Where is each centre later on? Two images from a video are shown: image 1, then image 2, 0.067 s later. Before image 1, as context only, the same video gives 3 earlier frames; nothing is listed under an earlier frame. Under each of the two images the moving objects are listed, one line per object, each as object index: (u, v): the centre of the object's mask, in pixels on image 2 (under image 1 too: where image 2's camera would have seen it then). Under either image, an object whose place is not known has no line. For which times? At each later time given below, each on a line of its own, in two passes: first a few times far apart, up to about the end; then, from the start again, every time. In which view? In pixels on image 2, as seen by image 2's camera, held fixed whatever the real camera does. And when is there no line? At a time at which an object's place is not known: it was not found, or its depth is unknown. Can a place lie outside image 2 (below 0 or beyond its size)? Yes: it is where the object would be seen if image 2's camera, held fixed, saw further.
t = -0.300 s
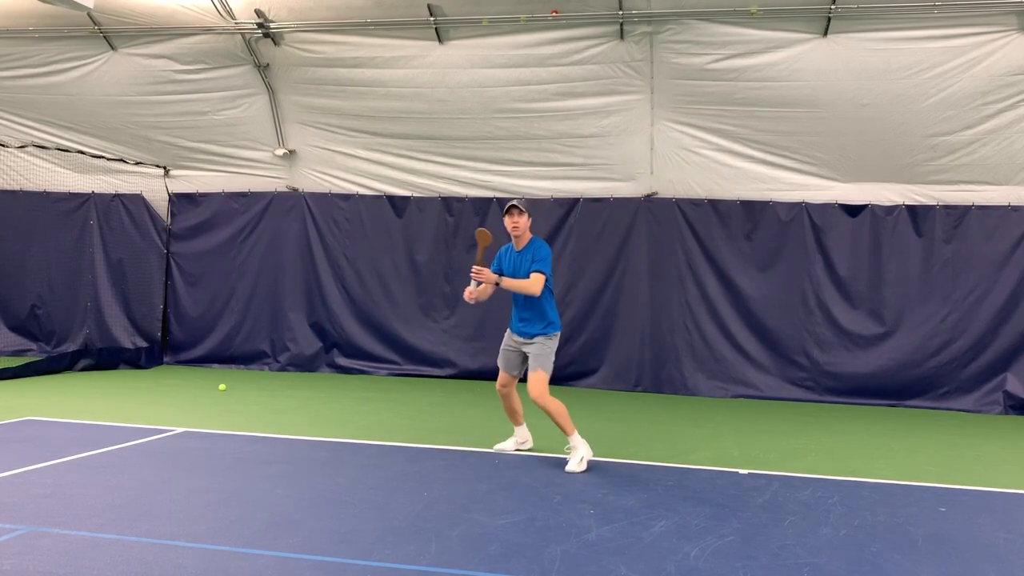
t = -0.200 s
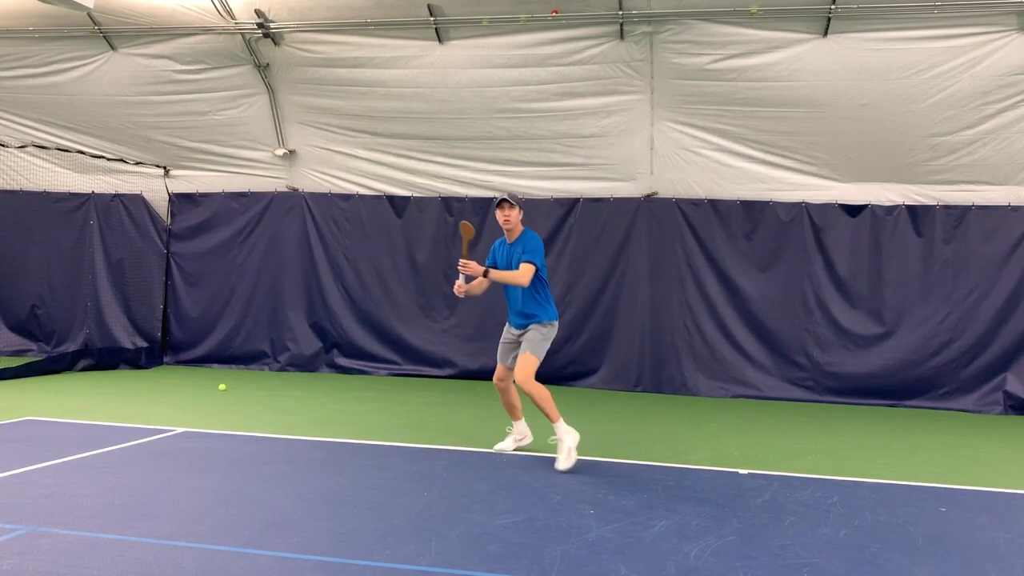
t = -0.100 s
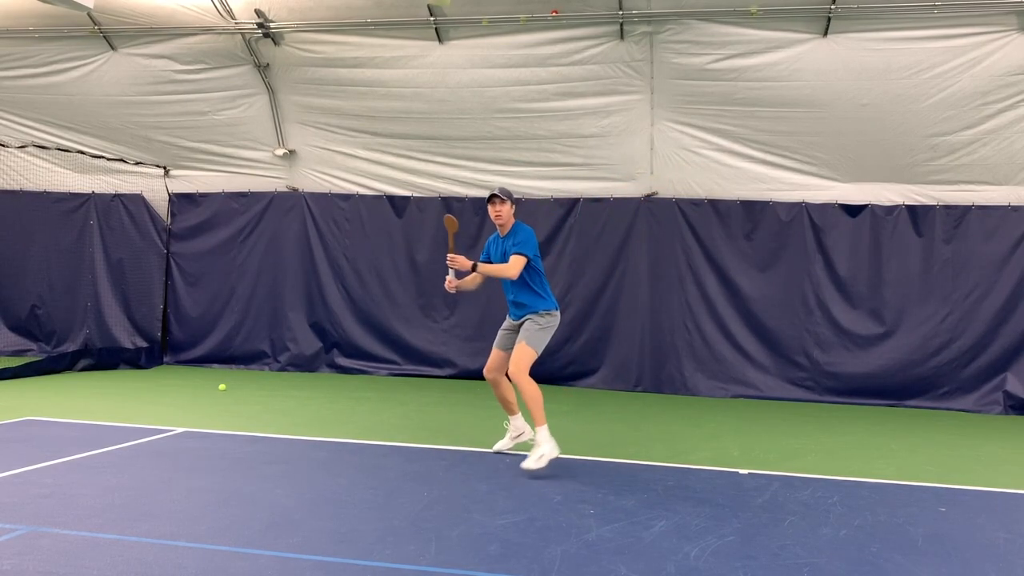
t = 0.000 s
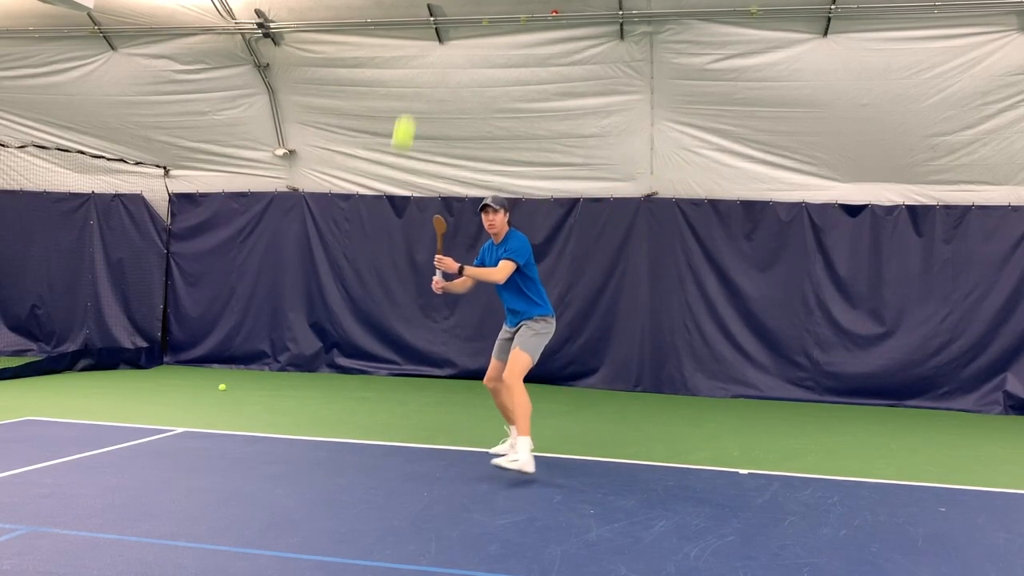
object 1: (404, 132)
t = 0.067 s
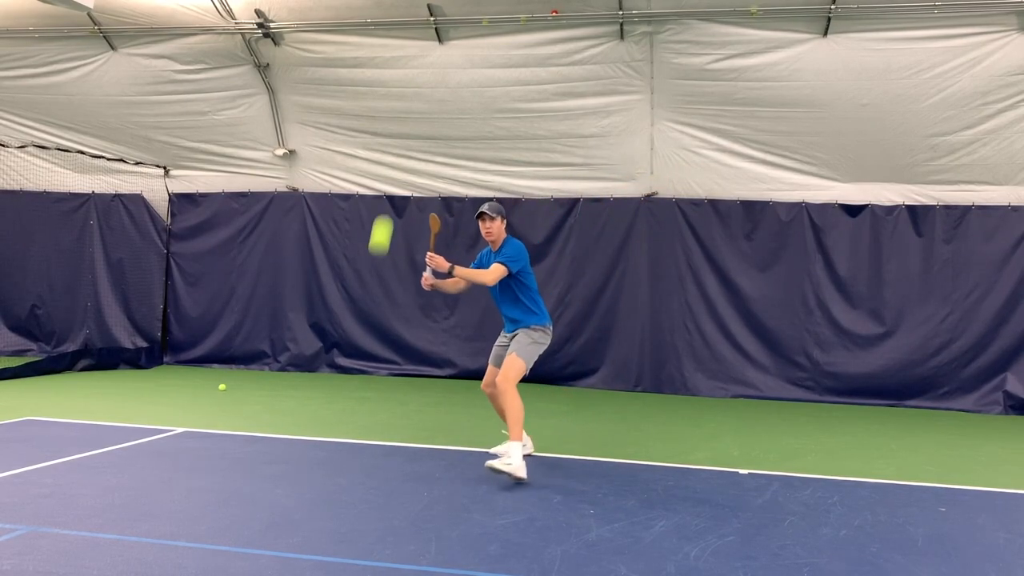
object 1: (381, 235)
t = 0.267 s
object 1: (319, 558)
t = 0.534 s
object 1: (284, 293)
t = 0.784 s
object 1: (252, 201)
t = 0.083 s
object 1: (375, 261)
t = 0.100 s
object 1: (370, 286)
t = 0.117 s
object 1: (365, 313)
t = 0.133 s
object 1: (359, 339)
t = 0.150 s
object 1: (354, 366)
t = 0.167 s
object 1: (349, 392)
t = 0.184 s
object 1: (344, 419)
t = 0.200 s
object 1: (338, 448)
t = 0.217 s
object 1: (333, 476)
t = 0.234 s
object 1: (328, 504)
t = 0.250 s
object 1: (324, 531)
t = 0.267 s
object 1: (319, 558)
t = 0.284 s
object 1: (314, 565)
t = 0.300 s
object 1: (313, 546)
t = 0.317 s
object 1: (311, 522)
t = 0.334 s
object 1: (309, 498)
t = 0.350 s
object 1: (307, 476)
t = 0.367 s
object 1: (305, 455)
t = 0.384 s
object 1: (303, 434)
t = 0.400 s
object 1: (301, 414)
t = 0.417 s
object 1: (299, 395)
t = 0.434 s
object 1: (297, 378)
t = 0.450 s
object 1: (295, 362)
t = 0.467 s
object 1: (293, 347)
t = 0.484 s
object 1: (291, 332)
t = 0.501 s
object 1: (288, 318)
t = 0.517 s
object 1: (286, 305)
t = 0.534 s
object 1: (284, 293)
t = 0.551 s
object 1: (282, 282)
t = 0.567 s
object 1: (280, 272)
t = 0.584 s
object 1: (278, 262)
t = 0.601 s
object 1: (276, 253)
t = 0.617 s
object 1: (274, 245)
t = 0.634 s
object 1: (271, 237)
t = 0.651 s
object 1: (269, 231)
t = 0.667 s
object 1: (267, 225)
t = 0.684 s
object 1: (265, 219)
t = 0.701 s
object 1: (263, 214)
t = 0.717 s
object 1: (260, 210)
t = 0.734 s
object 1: (258, 207)
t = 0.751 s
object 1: (256, 204)
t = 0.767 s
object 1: (254, 202)
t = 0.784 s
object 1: (252, 201)
